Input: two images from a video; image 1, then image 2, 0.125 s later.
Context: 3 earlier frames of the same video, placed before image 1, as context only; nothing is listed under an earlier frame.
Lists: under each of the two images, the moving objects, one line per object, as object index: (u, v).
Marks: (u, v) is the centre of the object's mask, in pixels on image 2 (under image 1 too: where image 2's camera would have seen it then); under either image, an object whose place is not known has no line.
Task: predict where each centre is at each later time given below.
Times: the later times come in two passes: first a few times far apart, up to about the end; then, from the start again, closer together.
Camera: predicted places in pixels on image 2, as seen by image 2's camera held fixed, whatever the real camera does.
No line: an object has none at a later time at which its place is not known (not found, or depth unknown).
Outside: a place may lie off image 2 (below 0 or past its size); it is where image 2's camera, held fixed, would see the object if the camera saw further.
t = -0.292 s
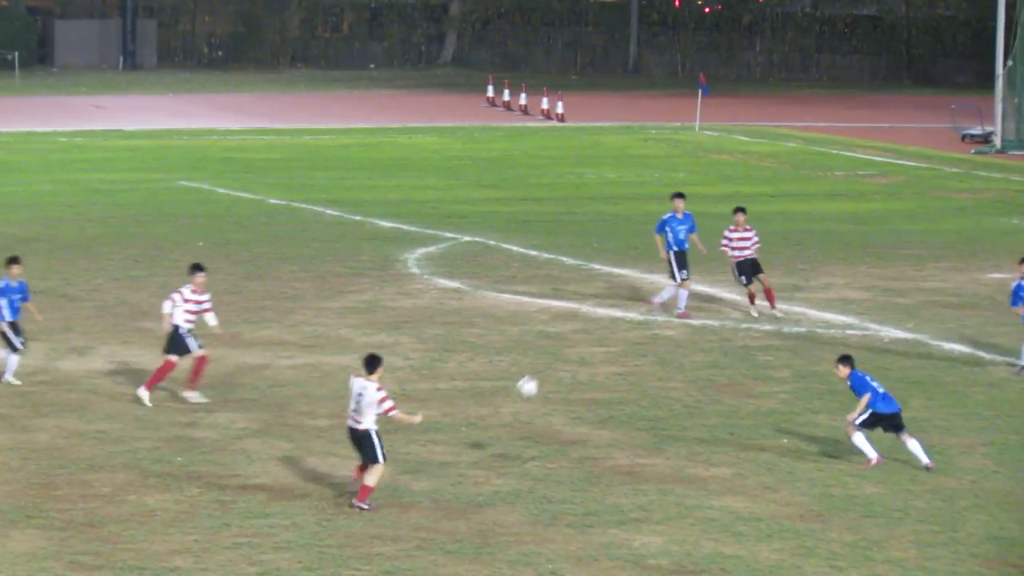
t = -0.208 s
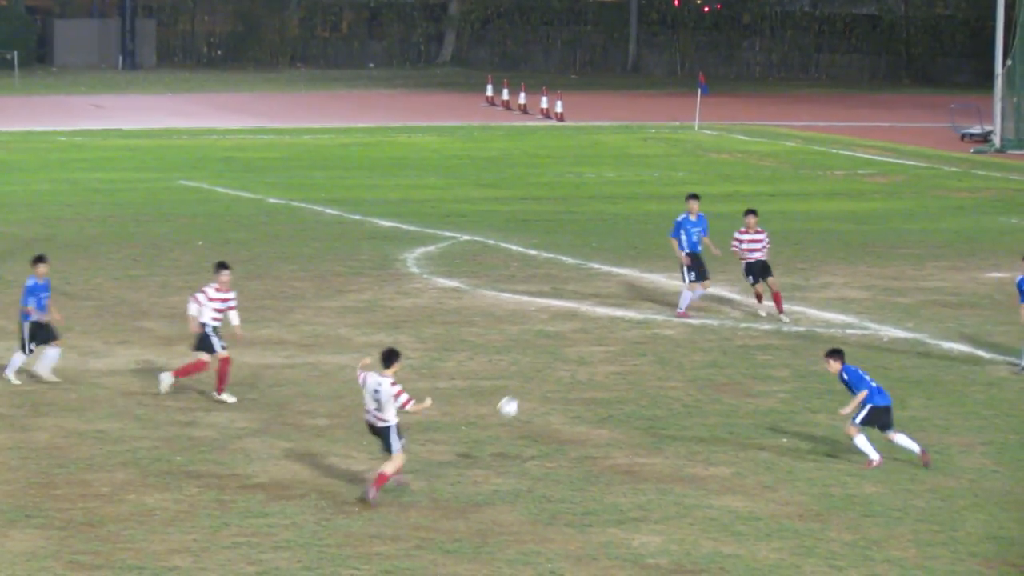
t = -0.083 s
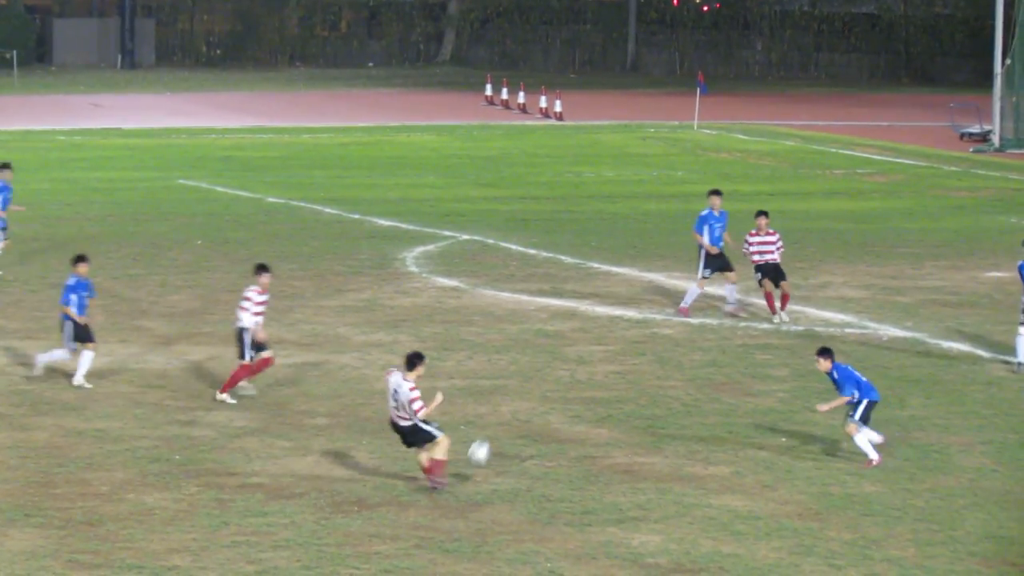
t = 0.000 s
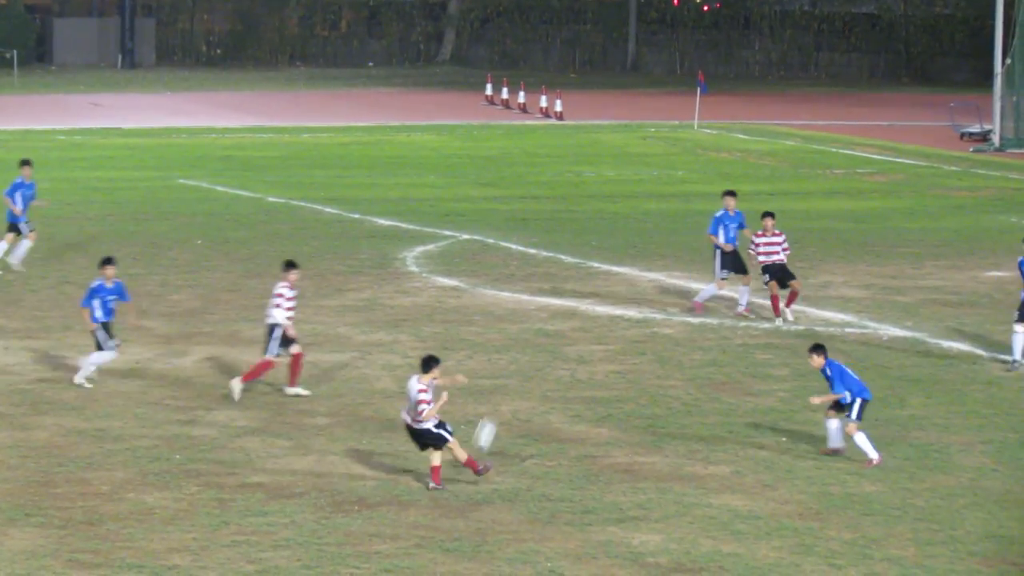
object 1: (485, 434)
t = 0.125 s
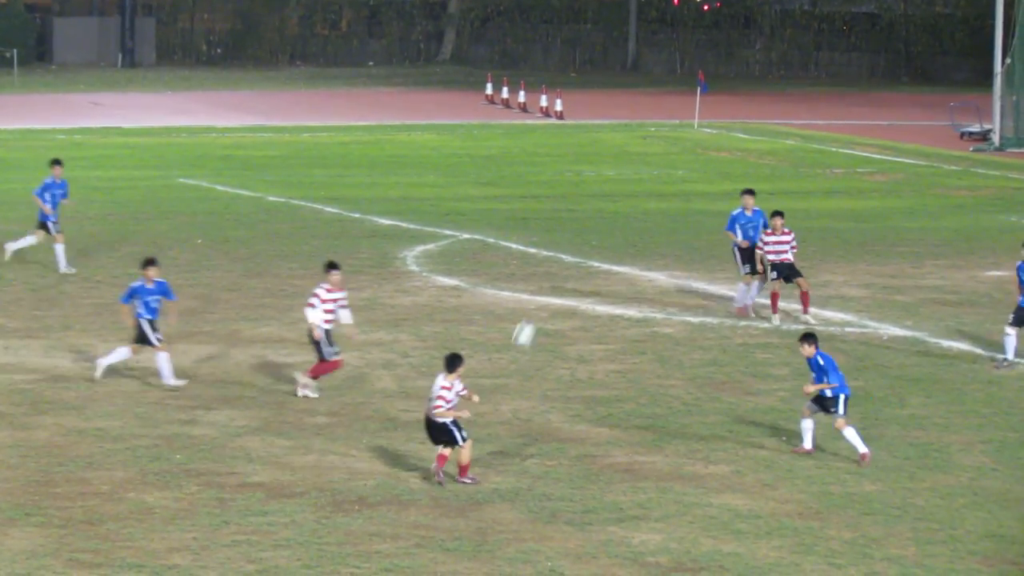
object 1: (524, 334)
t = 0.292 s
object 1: (562, 232)
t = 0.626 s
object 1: (609, 116)
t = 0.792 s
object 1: (623, 94)
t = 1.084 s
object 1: (639, 102)
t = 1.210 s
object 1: (643, 124)
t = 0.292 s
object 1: (562, 232)
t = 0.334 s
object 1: (569, 212)
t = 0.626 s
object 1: (609, 116)
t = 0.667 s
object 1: (613, 108)
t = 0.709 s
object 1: (617, 103)
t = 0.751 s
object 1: (620, 98)
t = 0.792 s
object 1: (623, 94)
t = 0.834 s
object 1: (626, 92)
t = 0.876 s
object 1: (629, 91)
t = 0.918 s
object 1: (631, 91)
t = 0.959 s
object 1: (633, 92)
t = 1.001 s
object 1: (635, 94)
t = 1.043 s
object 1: (637, 98)
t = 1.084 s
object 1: (639, 102)
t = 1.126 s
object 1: (641, 108)
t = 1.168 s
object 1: (642, 115)
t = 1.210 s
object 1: (643, 124)
